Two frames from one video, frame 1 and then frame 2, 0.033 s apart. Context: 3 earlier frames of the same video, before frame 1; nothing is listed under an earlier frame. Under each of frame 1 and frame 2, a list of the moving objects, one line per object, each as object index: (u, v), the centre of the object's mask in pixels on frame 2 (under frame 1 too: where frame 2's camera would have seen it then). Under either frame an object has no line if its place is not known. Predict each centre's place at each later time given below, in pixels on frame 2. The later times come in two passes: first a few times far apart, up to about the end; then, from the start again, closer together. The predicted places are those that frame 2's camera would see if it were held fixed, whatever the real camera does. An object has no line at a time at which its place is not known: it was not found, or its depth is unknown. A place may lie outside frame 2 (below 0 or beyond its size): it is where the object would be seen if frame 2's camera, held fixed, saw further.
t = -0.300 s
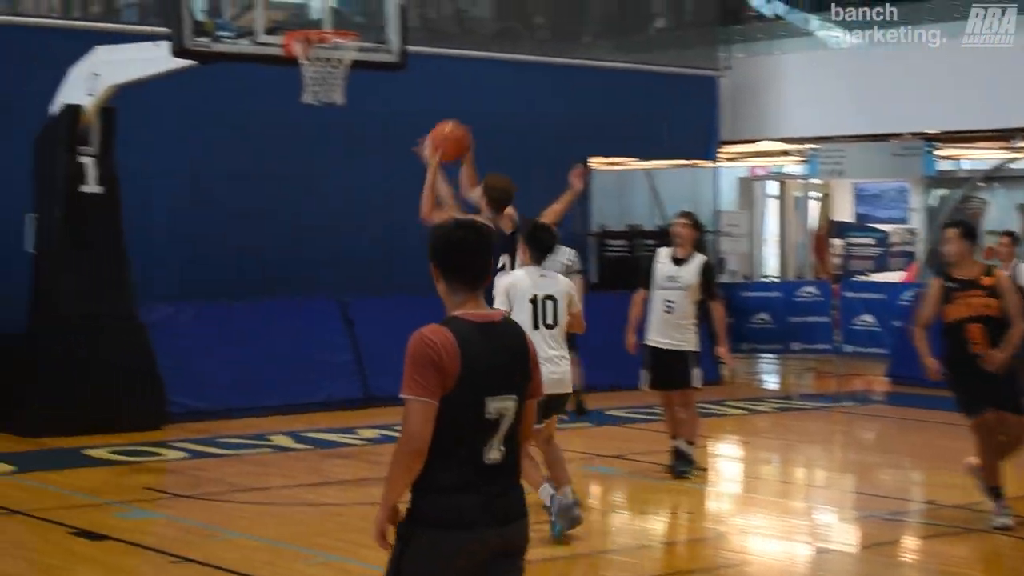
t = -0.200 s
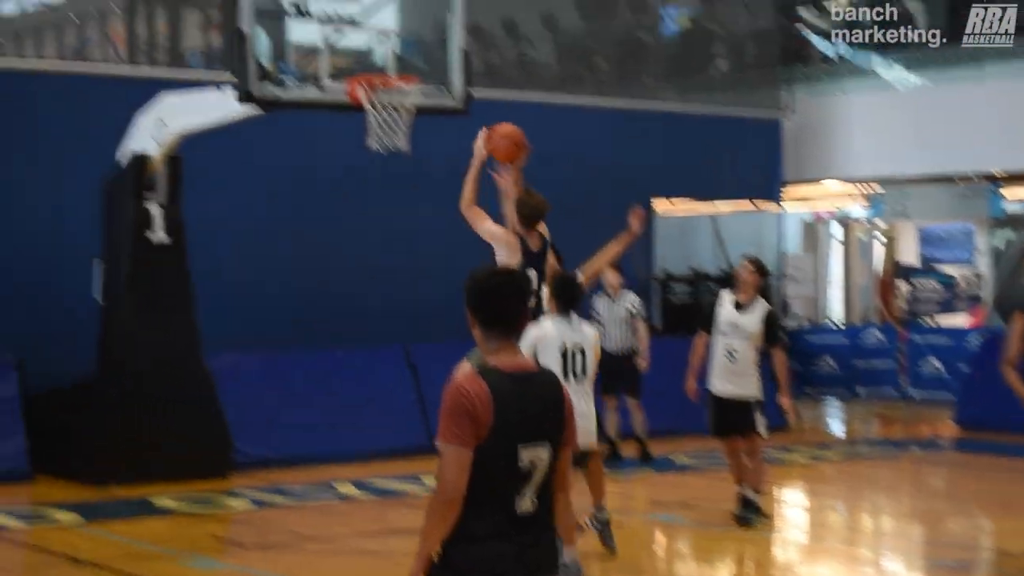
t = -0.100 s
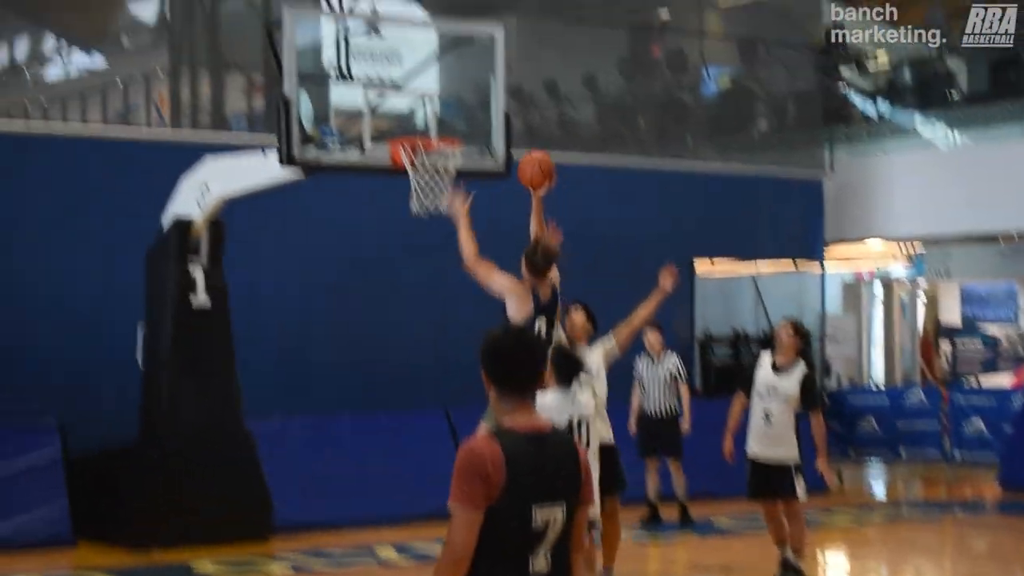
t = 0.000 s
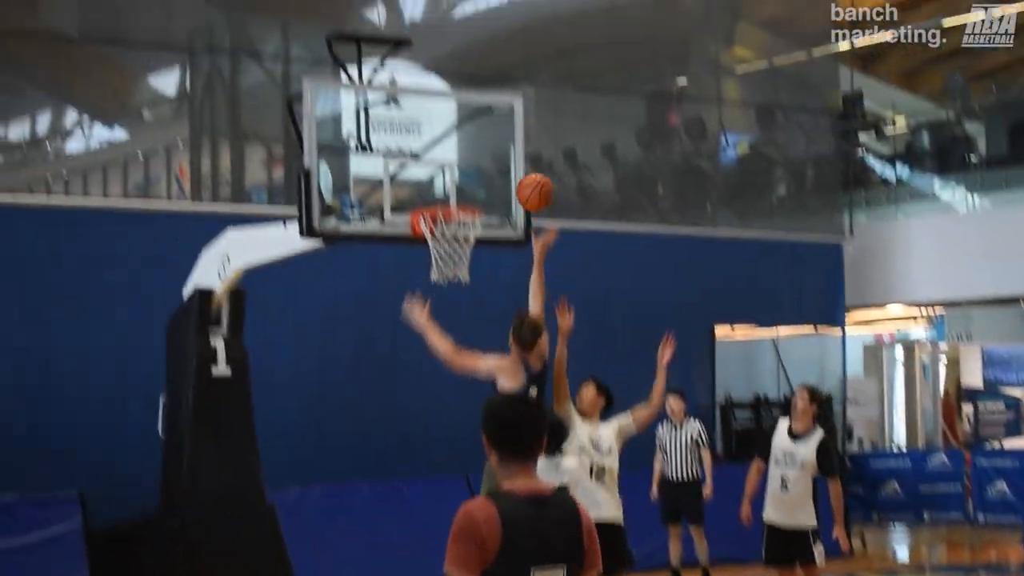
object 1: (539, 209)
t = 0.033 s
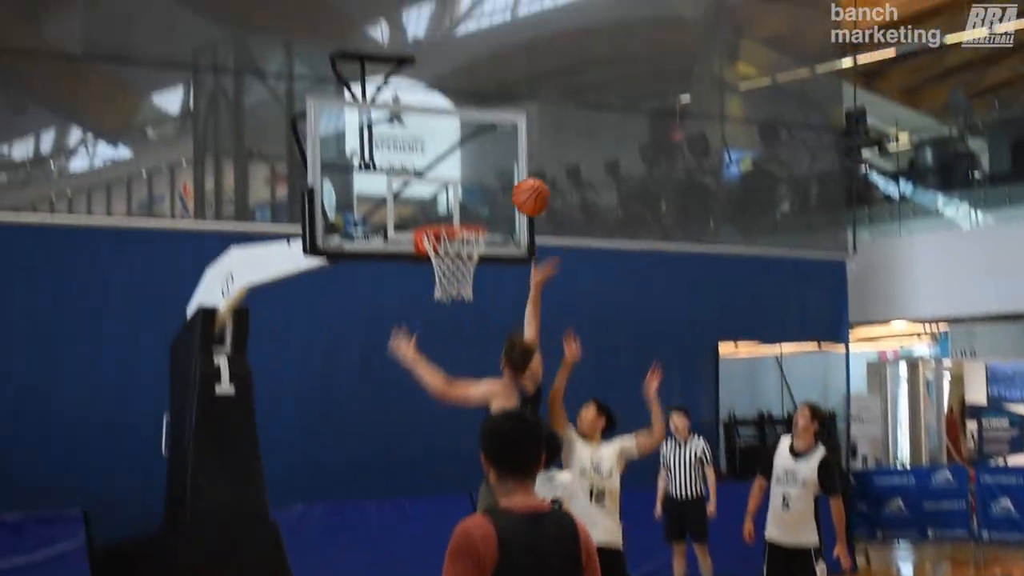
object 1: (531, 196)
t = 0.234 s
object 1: (486, 158)
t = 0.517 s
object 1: (429, 207)
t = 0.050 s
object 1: (526, 190)
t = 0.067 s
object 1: (522, 185)
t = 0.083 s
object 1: (518, 181)
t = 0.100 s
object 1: (515, 176)
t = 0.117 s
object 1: (511, 172)
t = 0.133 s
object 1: (507, 169)
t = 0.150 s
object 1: (504, 166)
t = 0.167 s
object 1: (501, 164)
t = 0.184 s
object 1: (496, 162)
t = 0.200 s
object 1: (493, 160)
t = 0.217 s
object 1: (490, 159)
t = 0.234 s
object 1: (486, 158)
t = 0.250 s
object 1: (482, 158)
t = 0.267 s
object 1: (479, 158)
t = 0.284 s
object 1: (476, 159)
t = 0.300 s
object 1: (472, 160)
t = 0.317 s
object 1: (469, 161)
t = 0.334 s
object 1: (465, 163)
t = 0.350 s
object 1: (462, 164)
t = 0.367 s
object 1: (458, 167)
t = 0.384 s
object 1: (455, 169)
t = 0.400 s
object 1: (452, 172)
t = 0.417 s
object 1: (448, 176)
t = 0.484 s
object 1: (436, 195)
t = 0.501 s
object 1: (432, 201)
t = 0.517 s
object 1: (429, 207)
